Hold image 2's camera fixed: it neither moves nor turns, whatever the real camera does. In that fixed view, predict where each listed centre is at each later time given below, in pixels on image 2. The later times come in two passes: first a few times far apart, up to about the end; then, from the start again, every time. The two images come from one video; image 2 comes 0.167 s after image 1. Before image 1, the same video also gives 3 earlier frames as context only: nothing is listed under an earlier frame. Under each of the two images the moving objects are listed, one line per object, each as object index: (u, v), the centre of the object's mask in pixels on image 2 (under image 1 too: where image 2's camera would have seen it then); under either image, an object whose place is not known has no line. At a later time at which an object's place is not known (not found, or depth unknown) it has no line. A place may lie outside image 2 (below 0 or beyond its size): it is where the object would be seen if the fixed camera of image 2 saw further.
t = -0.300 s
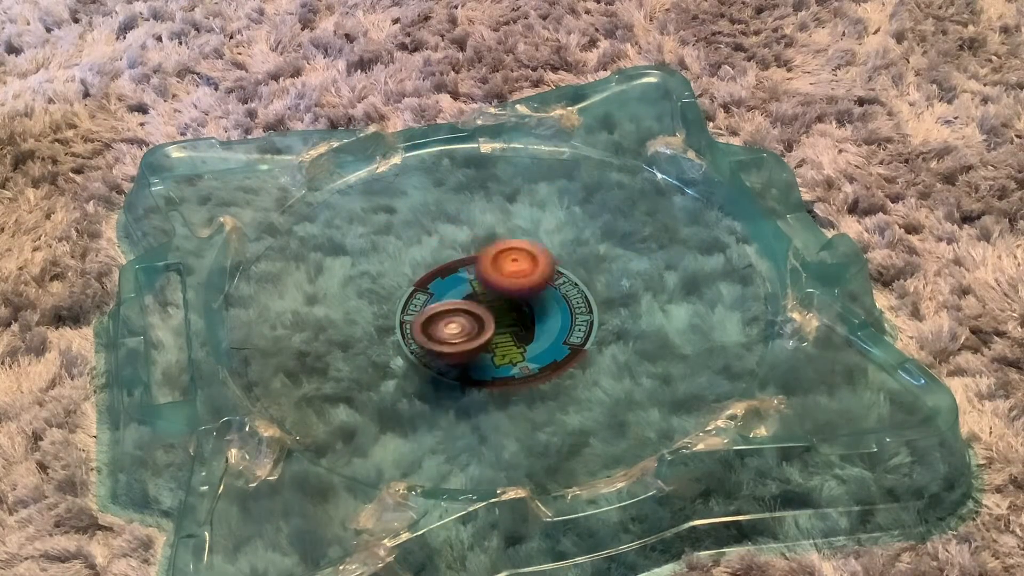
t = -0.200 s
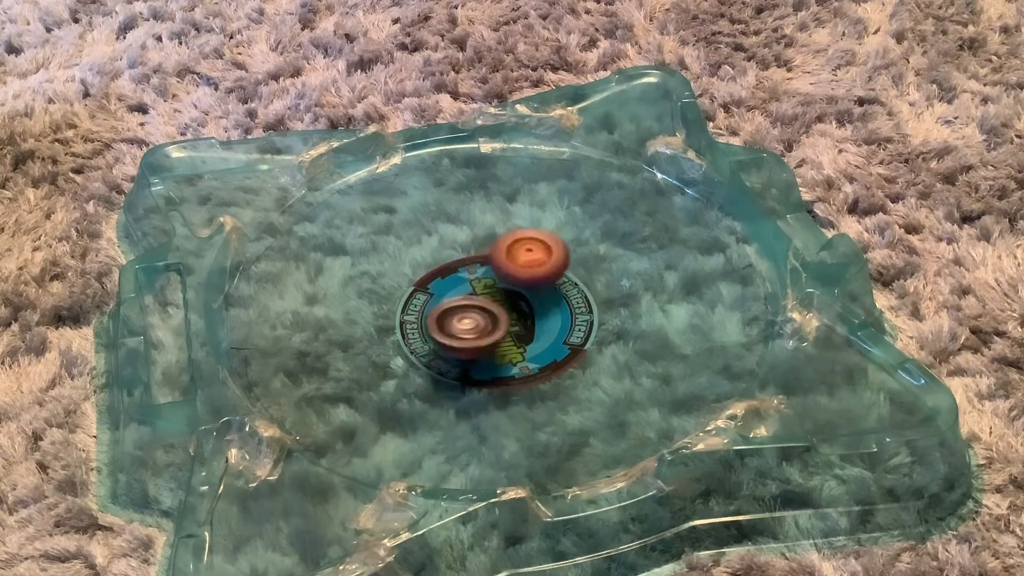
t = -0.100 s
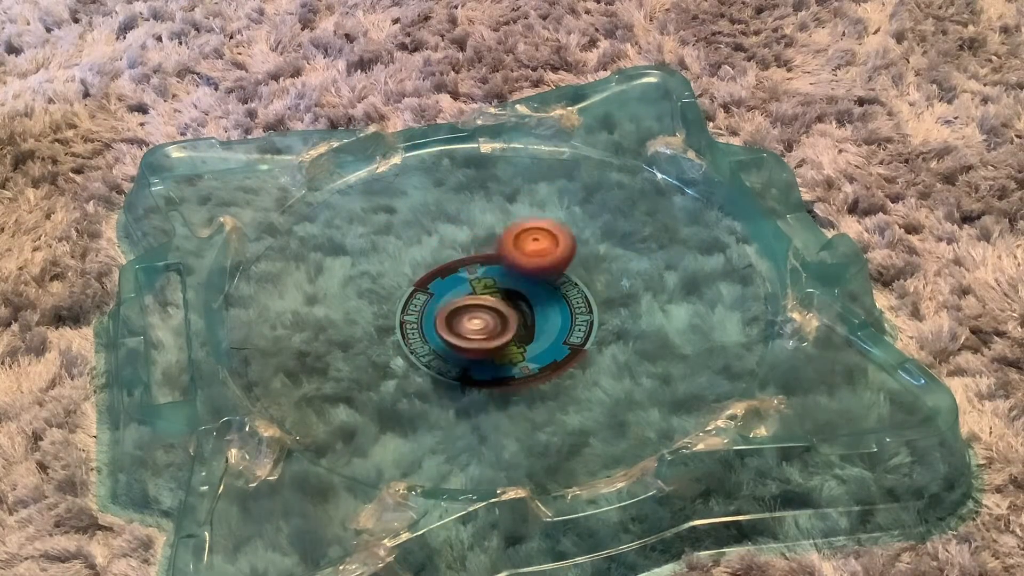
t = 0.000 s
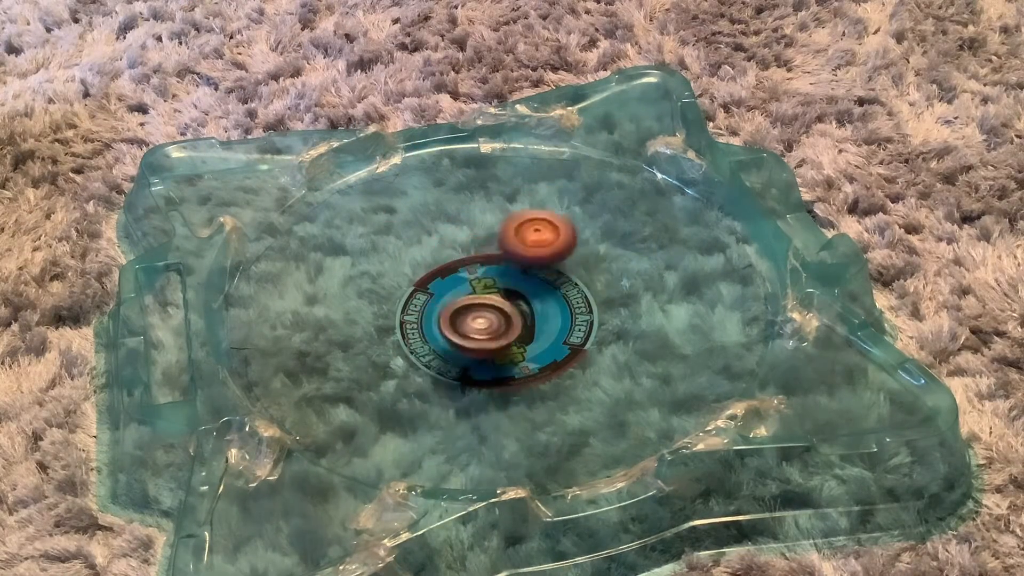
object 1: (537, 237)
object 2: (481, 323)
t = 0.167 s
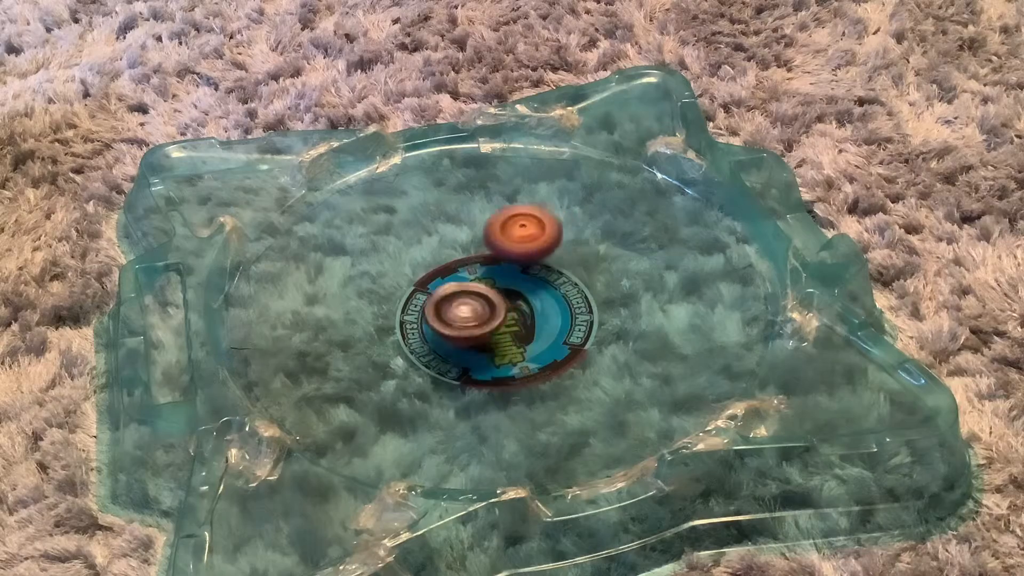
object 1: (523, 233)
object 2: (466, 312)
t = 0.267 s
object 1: (514, 241)
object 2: (450, 298)
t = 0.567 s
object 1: (529, 274)
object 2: (415, 292)
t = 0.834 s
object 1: (576, 272)
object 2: (428, 296)
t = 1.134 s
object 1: (548, 266)
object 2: (456, 290)
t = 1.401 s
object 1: (551, 285)
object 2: (448, 285)
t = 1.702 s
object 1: (554, 303)
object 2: (465, 289)
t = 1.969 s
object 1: (551, 309)
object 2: (461, 295)
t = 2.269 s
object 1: (533, 318)
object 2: (442, 289)
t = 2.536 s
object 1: (519, 327)
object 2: (442, 293)
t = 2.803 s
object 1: (547, 325)
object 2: (411, 269)
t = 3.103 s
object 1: (525, 306)
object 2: (418, 258)
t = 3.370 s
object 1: (475, 309)
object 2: (451, 248)
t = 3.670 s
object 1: (441, 326)
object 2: (494, 252)
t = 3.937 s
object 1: (456, 324)
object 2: (531, 267)
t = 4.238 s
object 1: (445, 297)
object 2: (551, 289)
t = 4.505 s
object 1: (426, 285)
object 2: (541, 301)
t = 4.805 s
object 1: (431, 287)
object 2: (505, 322)
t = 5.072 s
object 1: (419, 277)
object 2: (513, 335)
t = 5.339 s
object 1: (443, 274)
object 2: (483, 325)
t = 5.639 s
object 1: (434, 226)
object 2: (474, 336)
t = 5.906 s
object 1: (429, 231)
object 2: (459, 319)
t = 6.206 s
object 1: (492, 250)
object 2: (439, 305)
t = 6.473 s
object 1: (553, 245)
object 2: (439, 297)
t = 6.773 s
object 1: (563, 235)
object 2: (455, 289)
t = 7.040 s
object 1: (563, 261)
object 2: (445, 292)
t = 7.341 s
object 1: (586, 268)
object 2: (423, 308)
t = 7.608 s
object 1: (556, 298)
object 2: (434, 306)
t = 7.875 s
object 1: (526, 338)
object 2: (446, 297)
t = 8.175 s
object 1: (508, 340)
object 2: (466, 285)
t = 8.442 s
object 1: (514, 354)
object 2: (439, 213)
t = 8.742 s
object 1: (441, 308)
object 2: (461, 216)
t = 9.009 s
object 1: (360, 307)
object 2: (508, 236)
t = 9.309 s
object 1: (426, 326)
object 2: (543, 277)
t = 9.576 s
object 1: (446, 273)
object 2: (588, 308)
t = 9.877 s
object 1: (410, 235)
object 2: (563, 333)
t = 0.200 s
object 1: (519, 235)
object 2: (461, 307)
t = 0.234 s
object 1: (516, 238)
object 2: (455, 301)
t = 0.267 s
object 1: (514, 241)
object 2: (450, 298)
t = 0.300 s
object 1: (512, 244)
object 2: (446, 296)
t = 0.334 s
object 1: (511, 247)
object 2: (442, 294)
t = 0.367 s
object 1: (510, 251)
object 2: (438, 292)
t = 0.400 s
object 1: (509, 256)
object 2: (435, 289)
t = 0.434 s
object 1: (509, 260)
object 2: (433, 289)
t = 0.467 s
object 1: (510, 265)
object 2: (430, 288)
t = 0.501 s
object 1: (516, 268)
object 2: (423, 289)
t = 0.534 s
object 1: (523, 272)
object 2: (418, 291)
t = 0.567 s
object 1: (529, 274)
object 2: (415, 292)
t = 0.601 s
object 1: (537, 276)
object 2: (414, 293)
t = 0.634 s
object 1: (543, 277)
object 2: (414, 293)
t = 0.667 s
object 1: (551, 277)
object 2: (414, 294)
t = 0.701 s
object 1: (557, 278)
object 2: (416, 294)
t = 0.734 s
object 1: (563, 277)
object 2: (419, 295)
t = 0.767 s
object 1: (569, 276)
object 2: (421, 296)
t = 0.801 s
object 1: (573, 275)
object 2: (424, 296)
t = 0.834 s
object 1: (576, 272)
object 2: (428, 296)
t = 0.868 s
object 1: (577, 270)
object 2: (432, 295)
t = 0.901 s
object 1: (576, 267)
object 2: (435, 295)
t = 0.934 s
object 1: (575, 265)
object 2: (439, 294)
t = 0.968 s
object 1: (572, 263)
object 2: (442, 294)
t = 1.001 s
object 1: (568, 262)
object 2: (446, 293)
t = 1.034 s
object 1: (564, 262)
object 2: (449, 293)
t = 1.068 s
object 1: (559, 262)
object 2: (451, 292)
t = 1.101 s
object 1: (553, 264)
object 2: (454, 291)
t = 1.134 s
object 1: (548, 266)
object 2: (456, 290)
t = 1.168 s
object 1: (543, 270)
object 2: (458, 289)
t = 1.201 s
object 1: (541, 272)
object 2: (458, 287)
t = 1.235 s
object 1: (543, 275)
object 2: (454, 287)
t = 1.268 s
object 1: (545, 278)
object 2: (450, 286)
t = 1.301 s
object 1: (547, 279)
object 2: (447, 286)
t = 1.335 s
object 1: (549, 282)
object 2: (447, 285)
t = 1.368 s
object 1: (550, 283)
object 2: (447, 285)
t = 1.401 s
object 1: (551, 285)
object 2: (448, 285)
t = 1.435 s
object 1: (552, 287)
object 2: (449, 284)
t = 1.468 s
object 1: (552, 290)
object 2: (453, 284)
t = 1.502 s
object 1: (552, 291)
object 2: (455, 284)
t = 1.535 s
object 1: (552, 293)
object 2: (458, 285)
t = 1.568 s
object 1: (552, 295)
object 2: (461, 286)
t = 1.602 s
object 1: (552, 297)
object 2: (464, 287)
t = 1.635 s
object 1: (552, 299)
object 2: (466, 286)
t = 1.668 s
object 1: (554, 301)
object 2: (465, 288)
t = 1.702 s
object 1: (554, 303)
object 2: (465, 289)
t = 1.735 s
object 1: (556, 304)
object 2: (464, 290)
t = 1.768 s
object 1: (556, 305)
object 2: (464, 291)
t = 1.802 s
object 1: (557, 306)
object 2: (464, 292)
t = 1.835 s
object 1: (557, 307)
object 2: (463, 293)
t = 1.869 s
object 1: (557, 308)
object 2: (462, 294)
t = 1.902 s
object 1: (555, 308)
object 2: (462, 294)
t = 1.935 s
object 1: (554, 309)
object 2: (461, 294)
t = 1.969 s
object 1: (551, 309)
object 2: (461, 295)
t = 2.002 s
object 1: (547, 311)
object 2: (461, 295)
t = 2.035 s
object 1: (545, 312)
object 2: (458, 293)
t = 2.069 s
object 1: (544, 313)
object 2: (454, 292)
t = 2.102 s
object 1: (542, 313)
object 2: (449, 290)
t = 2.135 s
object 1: (541, 314)
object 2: (446, 289)
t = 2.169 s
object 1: (539, 315)
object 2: (444, 289)
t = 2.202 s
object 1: (538, 316)
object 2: (442, 289)
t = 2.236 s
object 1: (535, 317)
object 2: (442, 290)
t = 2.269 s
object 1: (533, 318)
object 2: (442, 289)
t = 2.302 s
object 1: (530, 318)
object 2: (442, 290)
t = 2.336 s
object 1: (526, 319)
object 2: (442, 291)
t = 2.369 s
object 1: (520, 322)
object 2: (443, 292)
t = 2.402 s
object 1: (519, 322)
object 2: (443, 292)
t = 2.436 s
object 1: (518, 325)
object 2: (442, 292)
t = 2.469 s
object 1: (518, 326)
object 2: (442, 293)
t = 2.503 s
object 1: (518, 326)
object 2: (442, 293)
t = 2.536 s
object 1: (519, 327)
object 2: (442, 293)
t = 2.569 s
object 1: (518, 326)
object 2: (443, 293)
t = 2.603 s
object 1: (518, 326)
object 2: (444, 293)
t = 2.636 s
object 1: (518, 326)
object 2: (445, 292)
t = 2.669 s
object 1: (525, 329)
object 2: (436, 285)
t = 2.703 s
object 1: (532, 330)
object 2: (427, 280)
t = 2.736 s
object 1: (538, 328)
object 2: (420, 276)
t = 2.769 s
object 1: (543, 327)
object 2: (415, 272)
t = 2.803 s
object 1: (547, 325)
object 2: (411, 269)
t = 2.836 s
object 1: (550, 321)
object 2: (408, 265)
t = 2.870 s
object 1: (551, 320)
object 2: (406, 265)
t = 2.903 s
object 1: (551, 317)
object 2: (406, 264)
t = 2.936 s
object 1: (550, 314)
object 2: (406, 263)
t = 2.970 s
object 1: (546, 312)
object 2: (407, 262)
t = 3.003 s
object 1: (542, 311)
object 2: (409, 261)
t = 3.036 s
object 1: (538, 309)
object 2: (411, 260)
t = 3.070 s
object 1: (530, 306)
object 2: (414, 258)
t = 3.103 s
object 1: (525, 306)
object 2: (418, 258)
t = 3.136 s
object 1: (519, 305)
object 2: (422, 257)
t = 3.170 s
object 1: (512, 304)
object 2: (425, 255)
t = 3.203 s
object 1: (506, 304)
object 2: (429, 254)
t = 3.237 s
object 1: (500, 308)
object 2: (433, 253)
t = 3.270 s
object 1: (496, 309)
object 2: (438, 252)
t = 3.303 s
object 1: (489, 308)
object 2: (443, 251)
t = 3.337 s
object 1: (481, 308)
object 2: (447, 250)
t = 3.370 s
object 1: (475, 309)
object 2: (451, 248)
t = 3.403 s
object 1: (468, 310)
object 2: (456, 247)
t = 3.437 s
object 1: (462, 311)
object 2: (461, 247)
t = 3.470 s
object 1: (456, 314)
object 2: (466, 248)
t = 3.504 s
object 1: (451, 316)
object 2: (471, 247)
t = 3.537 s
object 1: (446, 318)
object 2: (476, 248)
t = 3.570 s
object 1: (444, 321)
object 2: (480, 249)
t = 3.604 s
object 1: (442, 323)
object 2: (485, 250)
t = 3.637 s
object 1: (441, 324)
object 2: (490, 251)
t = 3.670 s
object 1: (441, 326)
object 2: (494, 252)
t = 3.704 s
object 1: (442, 328)
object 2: (499, 253)
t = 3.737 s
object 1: (443, 329)
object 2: (504, 255)
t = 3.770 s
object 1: (445, 329)
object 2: (509, 257)
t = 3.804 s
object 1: (447, 330)
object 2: (514, 259)
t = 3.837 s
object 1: (450, 329)
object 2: (518, 261)
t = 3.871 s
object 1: (453, 328)
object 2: (522, 263)
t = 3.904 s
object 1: (454, 327)
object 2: (526, 264)
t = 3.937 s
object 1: (456, 324)
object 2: (531, 267)
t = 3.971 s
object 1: (456, 323)
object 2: (534, 270)
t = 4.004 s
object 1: (456, 320)
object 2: (537, 273)
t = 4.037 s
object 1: (456, 317)
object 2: (540, 275)
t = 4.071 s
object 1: (455, 314)
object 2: (543, 278)
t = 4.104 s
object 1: (453, 311)
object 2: (546, 280)
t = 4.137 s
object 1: (452, 307)
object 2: (548, 282)
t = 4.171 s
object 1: (449, 303)
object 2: (549, 285)
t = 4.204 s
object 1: (447, 300)
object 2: (550, 287)
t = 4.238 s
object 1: (445, 297)
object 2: (551, 289)
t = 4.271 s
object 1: (443, 294)
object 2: (551, 291)
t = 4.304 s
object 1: (440, 292)
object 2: (551, 293)
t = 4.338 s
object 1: (437, 290)
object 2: (551, 295)
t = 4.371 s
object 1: (434, 288)
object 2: (549, 296)
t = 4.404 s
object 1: (431, 287)
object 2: (548, 297)
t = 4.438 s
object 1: (430, 286)
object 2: (546, 298)
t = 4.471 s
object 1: (428, 285)
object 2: (544, 299)
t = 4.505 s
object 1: (426, 285)
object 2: (541, 301)
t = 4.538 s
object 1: (424, 285)
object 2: (538, 303)
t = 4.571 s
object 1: (424, 285)
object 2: (534, 306)
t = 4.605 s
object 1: (423, 286)
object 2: (531, 308)
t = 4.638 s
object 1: (424, 286)
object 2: (526, 310)
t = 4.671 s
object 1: (424, 286)
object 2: (522, 312)
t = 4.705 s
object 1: (425, 286)
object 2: (516, 315)
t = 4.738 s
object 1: (428, 287)
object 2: (511, 317)
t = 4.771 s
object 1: (430, 287)
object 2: (504, 320)
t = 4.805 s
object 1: (431, 287)
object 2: (505, 322)
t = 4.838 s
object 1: (428, 283)
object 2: (510, 327)
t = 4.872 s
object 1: (426, 281)
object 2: (512, 331)
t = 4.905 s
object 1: (424, 279)
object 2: (515, 333)
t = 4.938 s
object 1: (421, 278)
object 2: (516, 335)
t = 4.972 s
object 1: (420, 277)
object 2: (516, 336)
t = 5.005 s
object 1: (419, 277)
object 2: (516, 336)
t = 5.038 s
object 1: (419, 277)
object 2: (515, 335)
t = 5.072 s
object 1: (419, 277)
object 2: (513, 335)
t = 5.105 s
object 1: (420, 278)
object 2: (510, 334)
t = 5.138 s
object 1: (421, 278)
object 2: (507, 332)
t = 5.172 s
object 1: (424, 278)
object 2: (504, 331)
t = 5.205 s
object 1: (427, 278)
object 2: (500, 328)
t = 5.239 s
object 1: (431, 277)
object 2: (496, 327)
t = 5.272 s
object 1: (435, 277)
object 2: (491, 325)
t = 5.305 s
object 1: (439, 276)
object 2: (486, 323)
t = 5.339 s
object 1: (443, 274)
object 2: (483, 325)
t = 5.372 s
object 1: (443, 265)
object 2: (484, 331)
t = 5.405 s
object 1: (443, 260)
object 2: (484, 335)
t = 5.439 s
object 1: (443, 253)
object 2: (483, 338)
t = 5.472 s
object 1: (442, 248)
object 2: (483, 338)
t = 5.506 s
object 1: (440, 243)
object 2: (482, 338)
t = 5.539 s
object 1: (439, 238)
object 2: (480, 339)
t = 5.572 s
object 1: (438, 233)
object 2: (478, 339)
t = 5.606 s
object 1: (436, 230)
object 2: (477, 338)
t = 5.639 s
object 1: (434, 226)
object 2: (474, 336)
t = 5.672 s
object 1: (432, 225)
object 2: (472, 335)
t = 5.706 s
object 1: (430, 223)
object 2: (471, 334)
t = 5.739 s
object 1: (428, 223)
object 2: (469, 333)
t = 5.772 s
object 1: (427, 223)
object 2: (467, 330)
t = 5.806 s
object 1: (426, 224)
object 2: (465, 327)
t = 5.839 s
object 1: (427, 225)
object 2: (462, 325)
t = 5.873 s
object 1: (427, 228)
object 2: (460, 321)
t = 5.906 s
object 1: (429, 231)
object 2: (459, 319)
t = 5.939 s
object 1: (433, 233)
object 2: (457, 316)
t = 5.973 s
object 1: (437, 236)
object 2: (455, 313)
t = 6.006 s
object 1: (442, 239)
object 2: (453, 311)
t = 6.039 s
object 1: (449, 242)
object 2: (452, 307)
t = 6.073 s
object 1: (456, 245)
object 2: (450, 304)
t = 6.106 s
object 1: (464, 247)
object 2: (448, 300)
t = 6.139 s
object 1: (473, 249)
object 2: (444, 301)
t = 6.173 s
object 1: (484, 250)
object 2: (441, 303)
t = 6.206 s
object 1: (492, 250)
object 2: (439, 305)
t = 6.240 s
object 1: (500, 250)
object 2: (438, 305)
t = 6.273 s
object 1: (508, 249)
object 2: (437, 304)
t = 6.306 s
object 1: (516, 248)
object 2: (437, 303)
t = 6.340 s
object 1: (525, 248)
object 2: (437, 302)
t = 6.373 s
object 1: (533, 247)
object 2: (437, 301)
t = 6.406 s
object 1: (541, 247)
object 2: (437, 300)
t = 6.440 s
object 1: (548, 246)
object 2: (438, 299)
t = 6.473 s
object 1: (553, 245)
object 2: (439, 297)
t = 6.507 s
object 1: (558, 243)
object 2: (440, 296)
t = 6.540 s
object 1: (563, 241)
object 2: (441, 296)
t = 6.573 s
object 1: (565, 240)
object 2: (442, 294)
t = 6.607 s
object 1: (567, 237)
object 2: (444, 293)
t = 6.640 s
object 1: (568, 236)
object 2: (446, 292)
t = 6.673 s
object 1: (568, 234)
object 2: (448, 292)
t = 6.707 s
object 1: (567, 234)
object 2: (450, 290)
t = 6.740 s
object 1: (565, 234)
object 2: (452, 290)
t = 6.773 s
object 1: (563, 235)
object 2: (455, 289)
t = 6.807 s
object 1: (559, 236)
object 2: (458, 288)
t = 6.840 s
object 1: (556, 238)
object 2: (460, 287)
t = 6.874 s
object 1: (552, 242)
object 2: (463, 287)
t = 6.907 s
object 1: (549, 246)
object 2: (466, 287)
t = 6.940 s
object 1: (545, 251)
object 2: (469, 285)
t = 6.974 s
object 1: (544, 255)
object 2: (468, 286)
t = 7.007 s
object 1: (555, 258)
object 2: (456, 289)
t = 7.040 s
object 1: (563, 261)
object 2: (445, 292)
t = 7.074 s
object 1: (569, 262)
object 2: (436, 295)
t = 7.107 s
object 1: (576, 264)
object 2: (431, 298)
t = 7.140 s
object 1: (580, 264)
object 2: (426, 300)
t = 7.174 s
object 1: (584, 265)
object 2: (424, 302)
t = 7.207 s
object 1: (587, 266)
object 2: (422, 304)
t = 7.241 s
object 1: (588, 266)
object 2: (421, 307)
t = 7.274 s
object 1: (588, 266)
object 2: (422, 308)
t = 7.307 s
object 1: (588, 267)
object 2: (422, 308)
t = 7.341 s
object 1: (586, 268)
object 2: (423, 308)
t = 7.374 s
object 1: (584, 269)
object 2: (424, 309)
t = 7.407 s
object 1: (580, 272)
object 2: (425, 310)
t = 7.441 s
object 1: (576, 275)
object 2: (427, 309)
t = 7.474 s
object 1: (572, 278)
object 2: (428, 308)
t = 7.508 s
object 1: (569, 281)
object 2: (430, 308)
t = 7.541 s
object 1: (564, 287)
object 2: (431, 308)
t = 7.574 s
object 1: (561, 292)
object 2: (432, 307)
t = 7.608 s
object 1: (556, 298)
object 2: (434, 306)
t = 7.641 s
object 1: (552, 304)
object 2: (435, 305)
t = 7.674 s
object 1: (547, 311)
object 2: (436, 304)
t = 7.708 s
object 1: (544, 316)
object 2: (438, 303)
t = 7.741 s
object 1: (539, 321)
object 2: (439, 302)
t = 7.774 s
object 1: (535, 328)
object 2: (440, 301)
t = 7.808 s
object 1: (531, 333)
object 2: (442, 300)
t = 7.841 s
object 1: (529, 336)
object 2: (444, 298)
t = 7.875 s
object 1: (526, 338)
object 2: (446, 297)
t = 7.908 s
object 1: (525, 340)
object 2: (448, 296)
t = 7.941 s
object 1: (524, 342)
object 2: (449, 295)
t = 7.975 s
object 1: (522, 343)
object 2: (451, 294)
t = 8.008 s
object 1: (521, 344)
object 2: (453, 292)
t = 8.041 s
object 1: (519, 343)
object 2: (455, 292)
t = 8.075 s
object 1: (517, 343)
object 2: (458, 292)
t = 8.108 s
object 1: (515, 342)
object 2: (460, 290)
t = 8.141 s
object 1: (511, 340)
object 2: (462, 288)
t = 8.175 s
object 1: (508, 340)
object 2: (466, 285)
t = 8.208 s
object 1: (509, 348)
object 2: (462, 270)
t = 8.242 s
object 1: (510, 353)
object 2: (457, 257)
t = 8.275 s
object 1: (512, 357)
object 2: (453, 245)
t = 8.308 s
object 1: (512, 358)
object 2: (450, 235)
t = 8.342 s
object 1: (513, 358)
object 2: (446, 227)
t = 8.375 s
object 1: (513, 358)
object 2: (443, 221)
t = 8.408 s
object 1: (514, 357)
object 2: (441, 217)
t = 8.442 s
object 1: (514, 354)
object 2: (439, 213)
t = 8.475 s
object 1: (512, 350)
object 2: (438, 210)
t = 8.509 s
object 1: (510, 344)
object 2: (437, 209)
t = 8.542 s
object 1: (506, 338)
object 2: (438, 209)
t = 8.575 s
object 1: (500, 333)
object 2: (439, 209)
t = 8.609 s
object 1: (492, 326)
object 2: (442, 209)
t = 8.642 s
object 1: (479, 321)
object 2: (446, 211)
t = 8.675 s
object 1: (468, 316)
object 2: (450, 212)
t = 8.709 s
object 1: (455, 312)
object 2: (455, 214)
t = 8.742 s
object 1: (441, 308)
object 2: (461, 216)
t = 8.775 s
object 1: (428, 304)
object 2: (466, 217)
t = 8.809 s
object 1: (413, 300)
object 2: (472, 220)
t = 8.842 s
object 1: (400, 299)
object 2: (478, 221)
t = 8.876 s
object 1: (388, 299)
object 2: (484, 224)
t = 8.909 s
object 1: (379, 298)
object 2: (490, 227)
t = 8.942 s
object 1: (370, 300)
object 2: (497, 230)
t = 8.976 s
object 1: (363, 304)
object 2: (503, 233)
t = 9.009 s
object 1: (360, 307)
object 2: (508, 236)
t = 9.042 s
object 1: (358, 312)
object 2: (513, 240)
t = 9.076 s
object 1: (358, 315)
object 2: (518, 244)
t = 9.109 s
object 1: (361, 319)
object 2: (523, 248)
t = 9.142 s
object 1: (367, 323)
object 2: (527, 253)
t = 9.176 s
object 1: (374, 327)
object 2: (531, 257)
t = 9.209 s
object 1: (385, 328)
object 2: (535, 262)
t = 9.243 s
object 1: (398, 329)
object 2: (538, 267)
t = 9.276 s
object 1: (410, 329)
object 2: (541, 272)
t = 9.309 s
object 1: (426, 326)
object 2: (543, 277)
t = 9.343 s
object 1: (441, 321)
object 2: (545, 282)
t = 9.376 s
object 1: (454, 316)
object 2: (546, 286)
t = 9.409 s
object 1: (465, 308)
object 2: (548, 291)
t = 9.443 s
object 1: (461, 300)
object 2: (562, 295)
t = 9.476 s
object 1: (457, 293)
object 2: (574, 299)
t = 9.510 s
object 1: (453, 285)
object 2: (581, 303)
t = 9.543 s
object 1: (449, 279)
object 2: (586, 305)
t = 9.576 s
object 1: (446, 273)
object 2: (588, 308)
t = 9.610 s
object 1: (441, 266)
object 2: (588, 312)
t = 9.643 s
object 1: (437, 260)
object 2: (587, 315)
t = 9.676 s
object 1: (433, 255)
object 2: (585, 319)
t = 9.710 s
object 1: (428, 250)
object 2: (583, 322)
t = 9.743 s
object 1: (424, 247)
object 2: (581, 325)
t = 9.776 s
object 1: (420, 242)
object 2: (577, 327)
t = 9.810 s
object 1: (416, 240)
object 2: (573, 329)
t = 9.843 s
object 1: (413, 237)
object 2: (568, 332)
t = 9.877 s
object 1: (410, 235)
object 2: (563, 333)
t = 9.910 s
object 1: (408, 234)
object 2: (557, 334)
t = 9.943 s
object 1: (406, 234)
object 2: (550, 336)
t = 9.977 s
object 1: (405, 234)
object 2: (544, 338)
